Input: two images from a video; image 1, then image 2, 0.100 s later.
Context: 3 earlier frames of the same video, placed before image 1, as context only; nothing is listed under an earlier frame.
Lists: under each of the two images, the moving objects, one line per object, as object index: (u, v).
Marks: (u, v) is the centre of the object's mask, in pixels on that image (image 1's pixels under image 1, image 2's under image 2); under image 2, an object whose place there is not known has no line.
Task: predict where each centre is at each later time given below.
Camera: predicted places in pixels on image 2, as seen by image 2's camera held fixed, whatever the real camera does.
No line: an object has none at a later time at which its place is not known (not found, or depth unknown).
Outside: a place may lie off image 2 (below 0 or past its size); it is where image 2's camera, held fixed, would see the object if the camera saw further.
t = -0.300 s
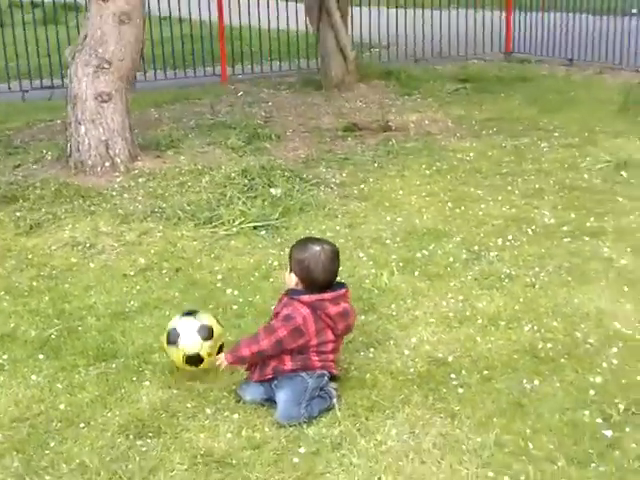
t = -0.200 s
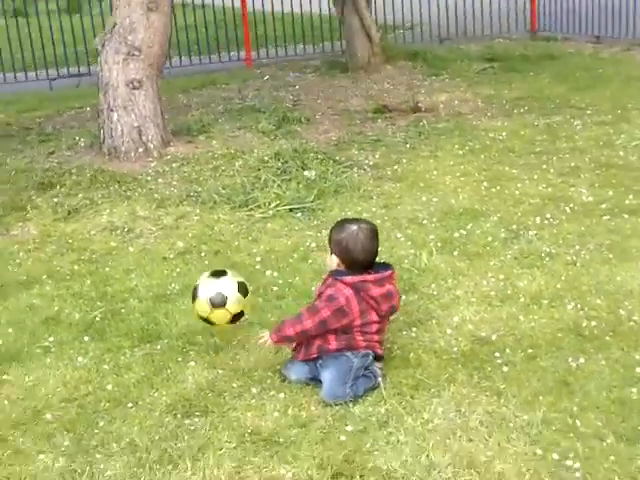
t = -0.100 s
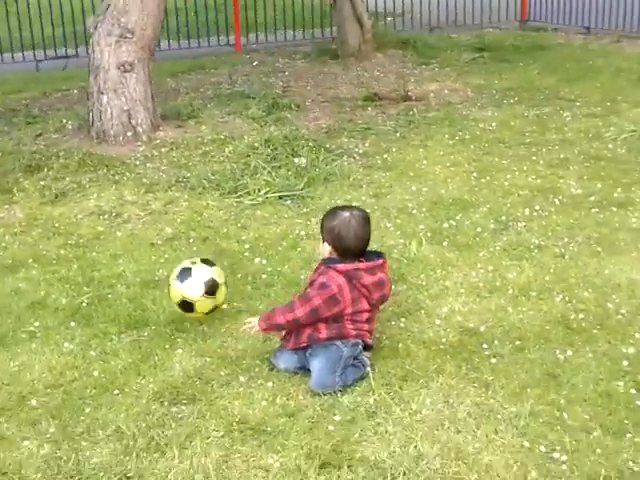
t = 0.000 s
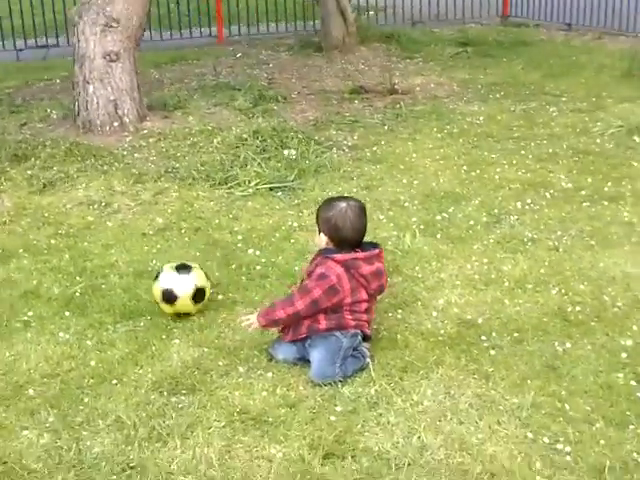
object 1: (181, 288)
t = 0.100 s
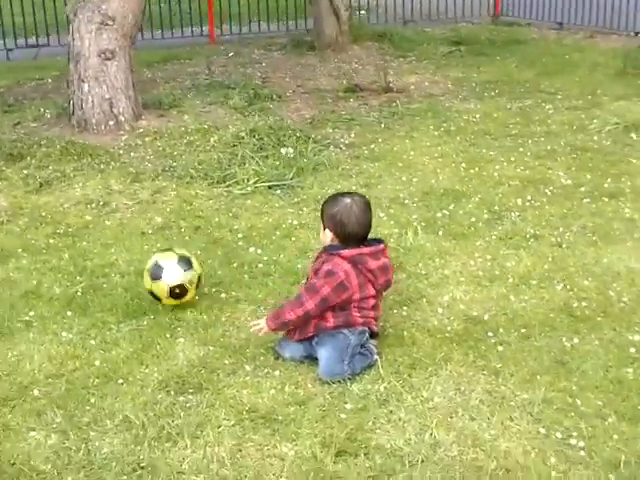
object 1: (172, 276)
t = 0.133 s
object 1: (169, 278)
